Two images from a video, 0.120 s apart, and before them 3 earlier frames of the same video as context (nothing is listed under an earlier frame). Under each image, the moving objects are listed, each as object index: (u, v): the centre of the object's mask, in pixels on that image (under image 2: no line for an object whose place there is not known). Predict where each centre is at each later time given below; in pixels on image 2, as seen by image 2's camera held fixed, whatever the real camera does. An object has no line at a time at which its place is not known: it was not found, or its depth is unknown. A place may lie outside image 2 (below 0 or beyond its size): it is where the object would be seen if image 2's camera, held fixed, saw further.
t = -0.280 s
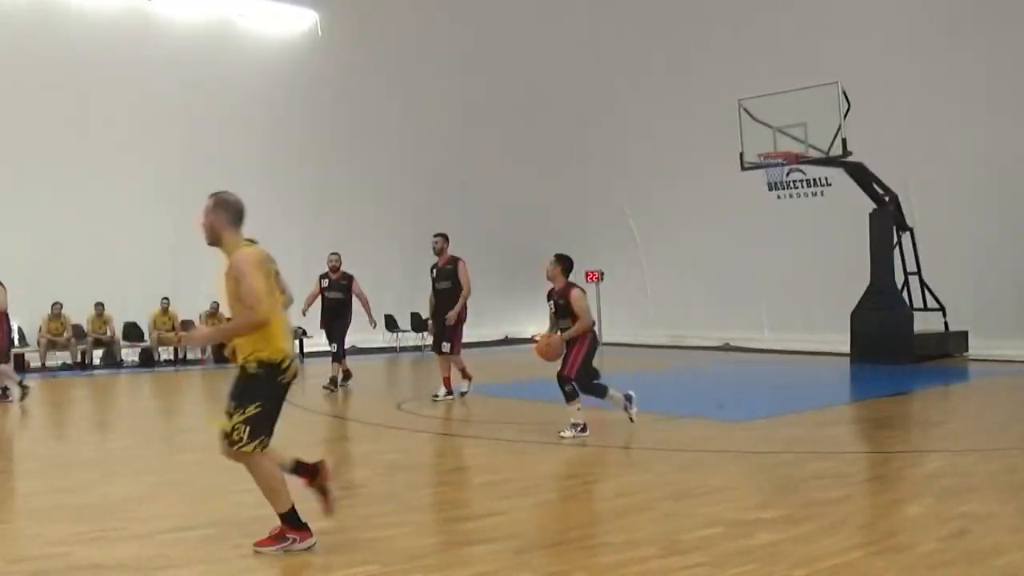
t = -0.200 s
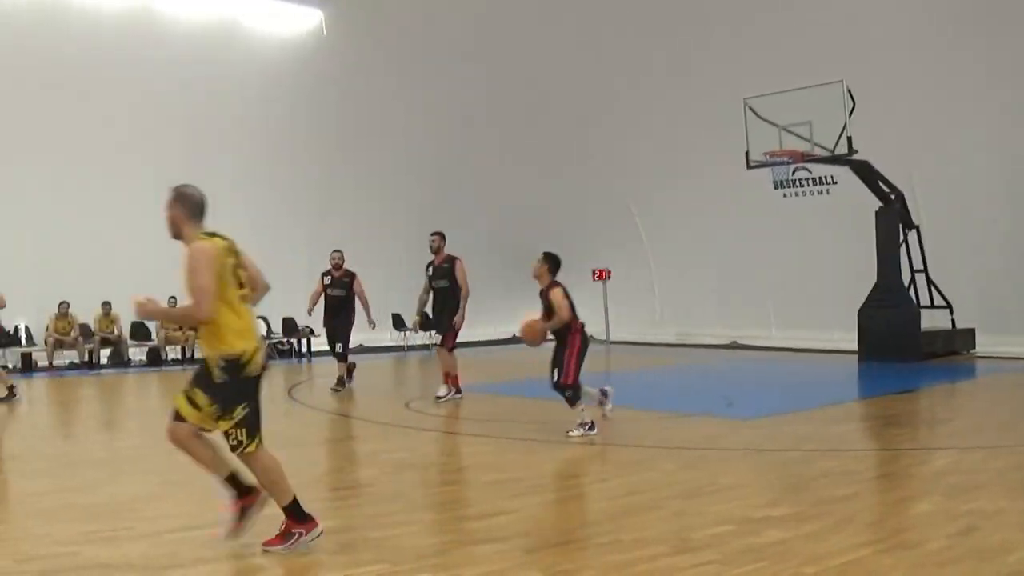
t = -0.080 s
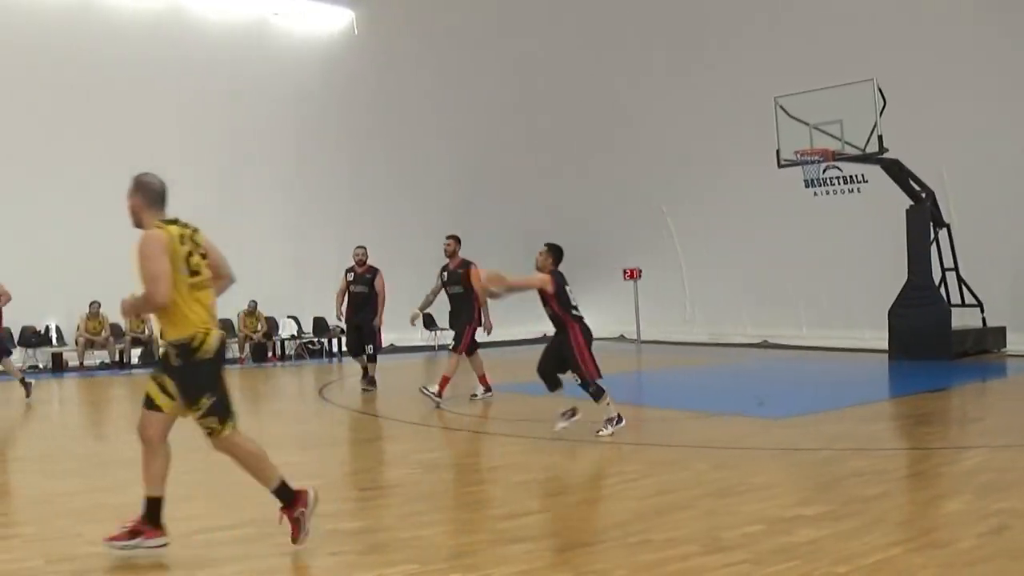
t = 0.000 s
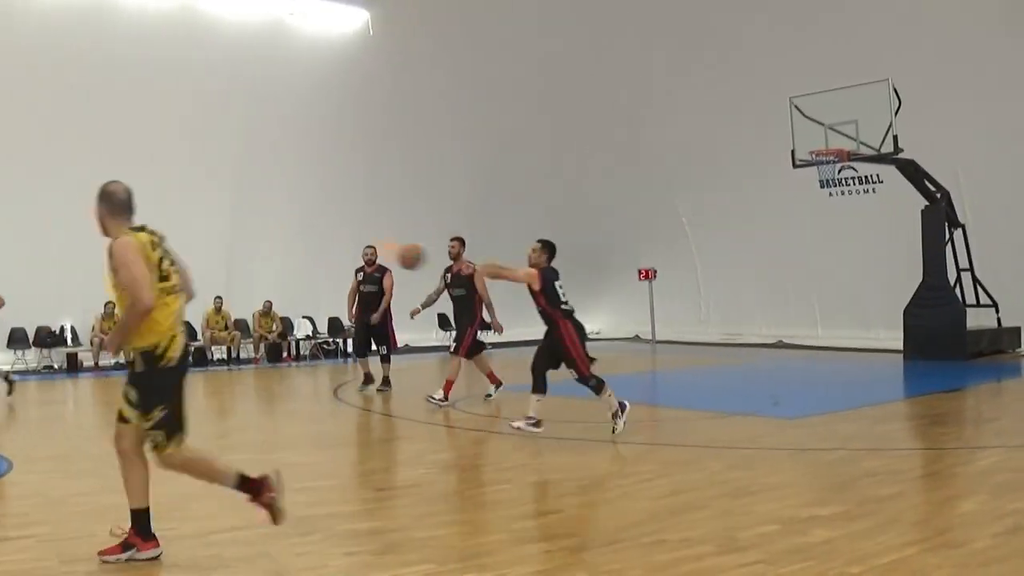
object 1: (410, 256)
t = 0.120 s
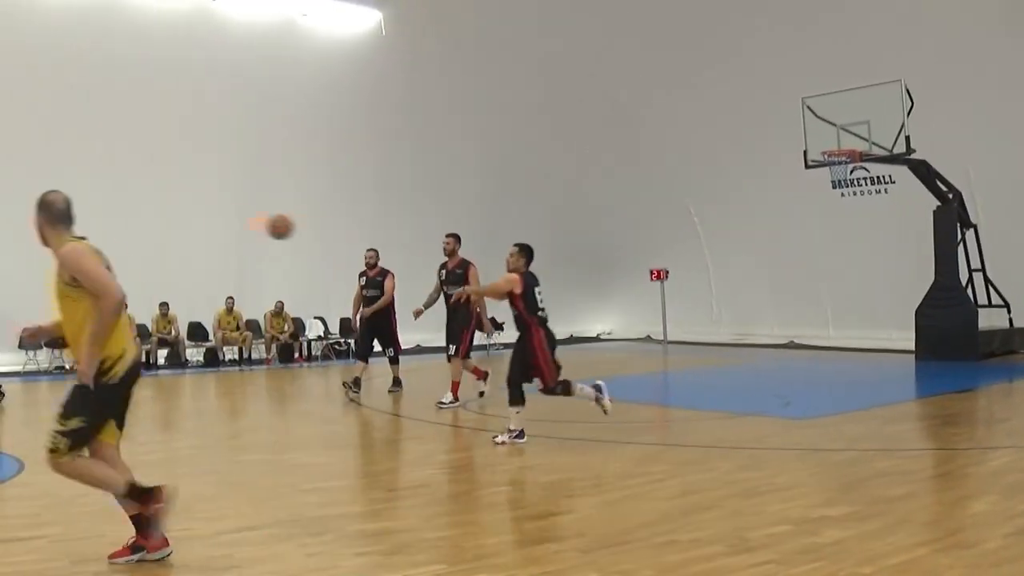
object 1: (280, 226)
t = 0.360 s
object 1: (30, 210)
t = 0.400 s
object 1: (-8, 212)
